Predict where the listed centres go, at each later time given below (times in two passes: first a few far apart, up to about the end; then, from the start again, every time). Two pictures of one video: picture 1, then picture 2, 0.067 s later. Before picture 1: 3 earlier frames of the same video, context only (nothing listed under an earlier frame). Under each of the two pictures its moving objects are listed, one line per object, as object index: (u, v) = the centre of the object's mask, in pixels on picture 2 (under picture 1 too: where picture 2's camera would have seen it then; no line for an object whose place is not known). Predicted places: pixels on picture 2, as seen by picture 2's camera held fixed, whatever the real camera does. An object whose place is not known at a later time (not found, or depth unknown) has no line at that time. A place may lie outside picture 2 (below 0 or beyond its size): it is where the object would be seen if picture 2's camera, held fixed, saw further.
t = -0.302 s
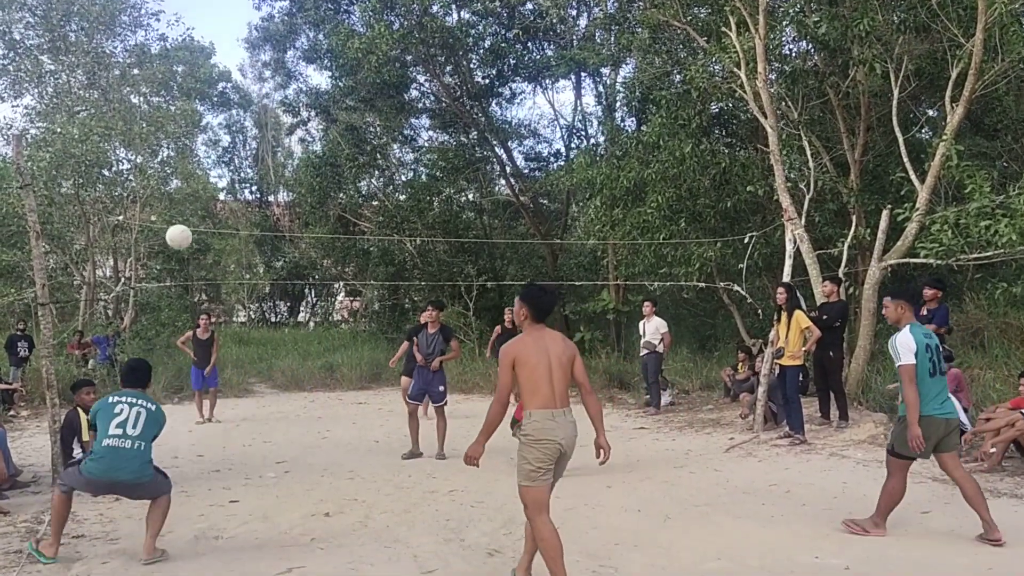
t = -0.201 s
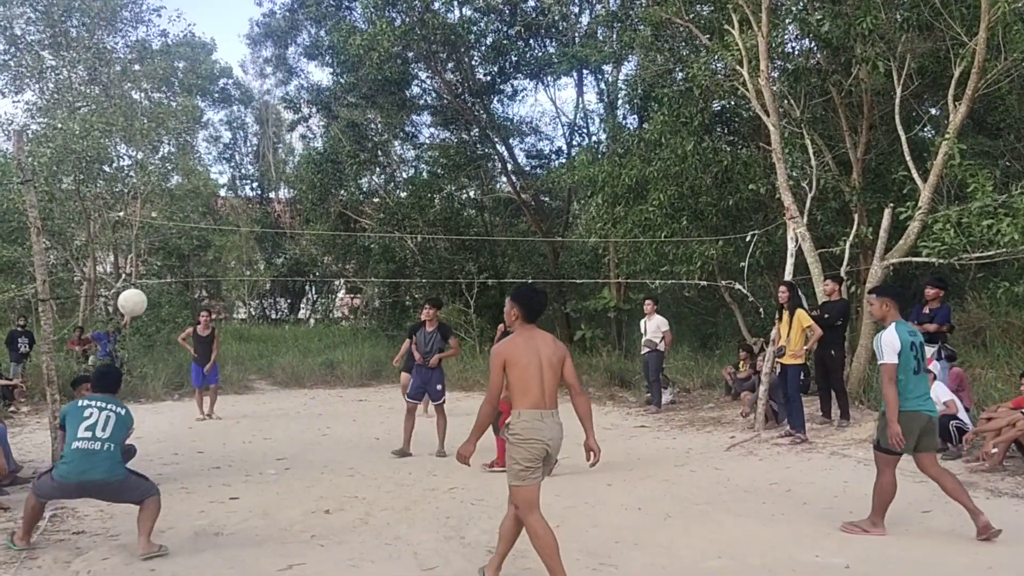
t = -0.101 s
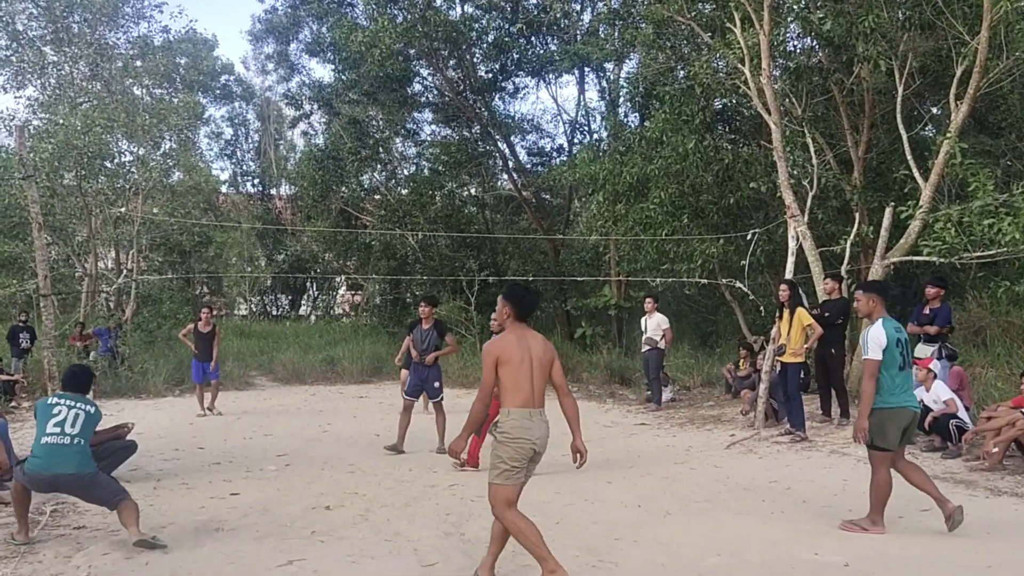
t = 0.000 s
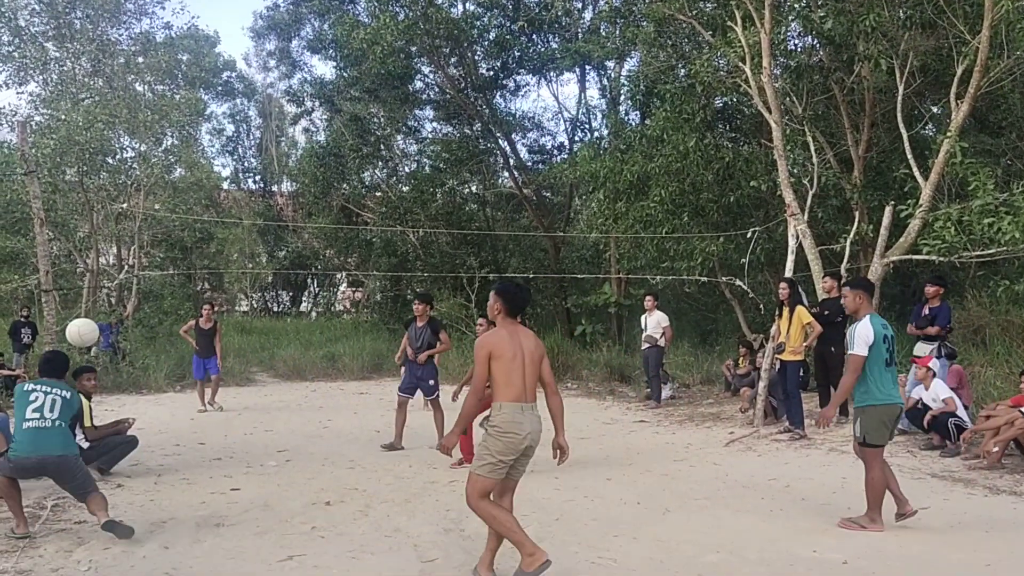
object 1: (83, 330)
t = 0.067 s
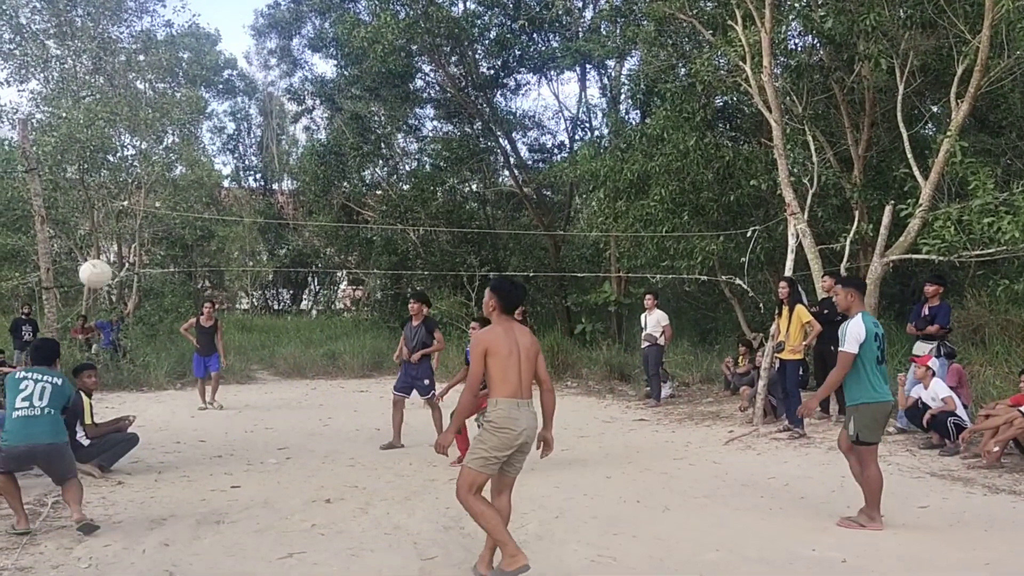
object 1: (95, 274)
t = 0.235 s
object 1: (126, 161)
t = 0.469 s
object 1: (164, 70)
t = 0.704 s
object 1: (203, 52)
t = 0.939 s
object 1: (240, 105)
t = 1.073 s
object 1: (261, 167)
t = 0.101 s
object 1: (101, 248)
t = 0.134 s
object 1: (108, 224)
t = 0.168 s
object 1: (114, 202)
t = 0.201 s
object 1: (120, 181)
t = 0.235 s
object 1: (126, 161)
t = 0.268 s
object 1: (131, 144)
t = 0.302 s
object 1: (137, 128)
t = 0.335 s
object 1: (143, 114)
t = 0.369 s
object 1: (148, 101)
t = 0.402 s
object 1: (153, 89)
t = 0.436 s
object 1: (159, 78)
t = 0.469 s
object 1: (164, 70)
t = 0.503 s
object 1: (170, 63)
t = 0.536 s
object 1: (176, 58)
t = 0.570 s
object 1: (181, 54)
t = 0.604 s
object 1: (187, 51)
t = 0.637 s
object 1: (192, 50)
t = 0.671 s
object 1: (197, 50)
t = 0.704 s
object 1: (203, 52)
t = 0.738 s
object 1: (208, 55)
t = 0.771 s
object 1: (214, 60)
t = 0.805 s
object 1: (219, 66)
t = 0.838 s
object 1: (224, 73)
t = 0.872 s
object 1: (230, 82)
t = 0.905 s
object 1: (235, 93)
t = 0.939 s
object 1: (240, 105)
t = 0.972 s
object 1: (246, 118)
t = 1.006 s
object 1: (251, 133)
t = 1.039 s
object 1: (256, 149)
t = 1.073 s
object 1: (261, 167)
